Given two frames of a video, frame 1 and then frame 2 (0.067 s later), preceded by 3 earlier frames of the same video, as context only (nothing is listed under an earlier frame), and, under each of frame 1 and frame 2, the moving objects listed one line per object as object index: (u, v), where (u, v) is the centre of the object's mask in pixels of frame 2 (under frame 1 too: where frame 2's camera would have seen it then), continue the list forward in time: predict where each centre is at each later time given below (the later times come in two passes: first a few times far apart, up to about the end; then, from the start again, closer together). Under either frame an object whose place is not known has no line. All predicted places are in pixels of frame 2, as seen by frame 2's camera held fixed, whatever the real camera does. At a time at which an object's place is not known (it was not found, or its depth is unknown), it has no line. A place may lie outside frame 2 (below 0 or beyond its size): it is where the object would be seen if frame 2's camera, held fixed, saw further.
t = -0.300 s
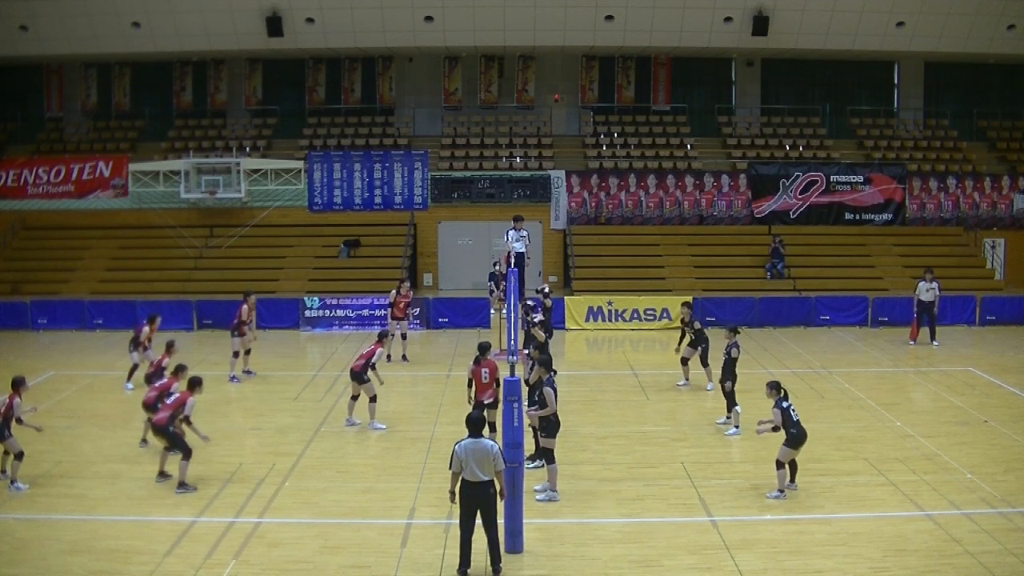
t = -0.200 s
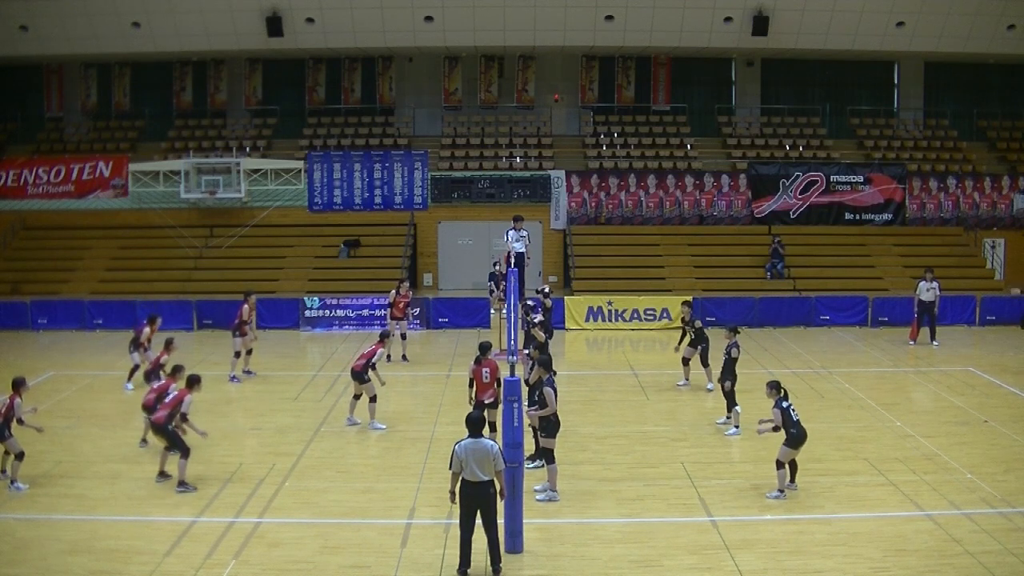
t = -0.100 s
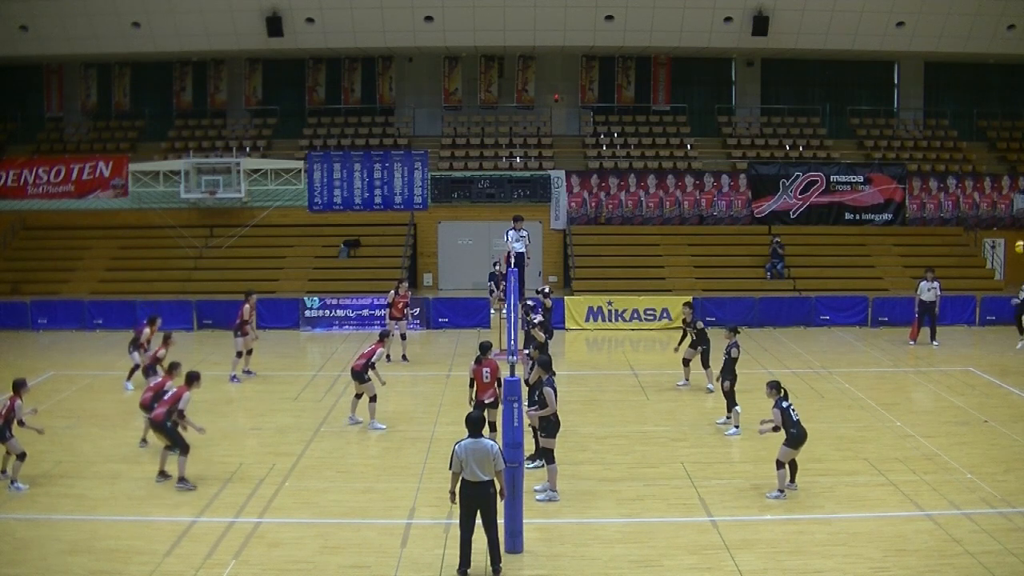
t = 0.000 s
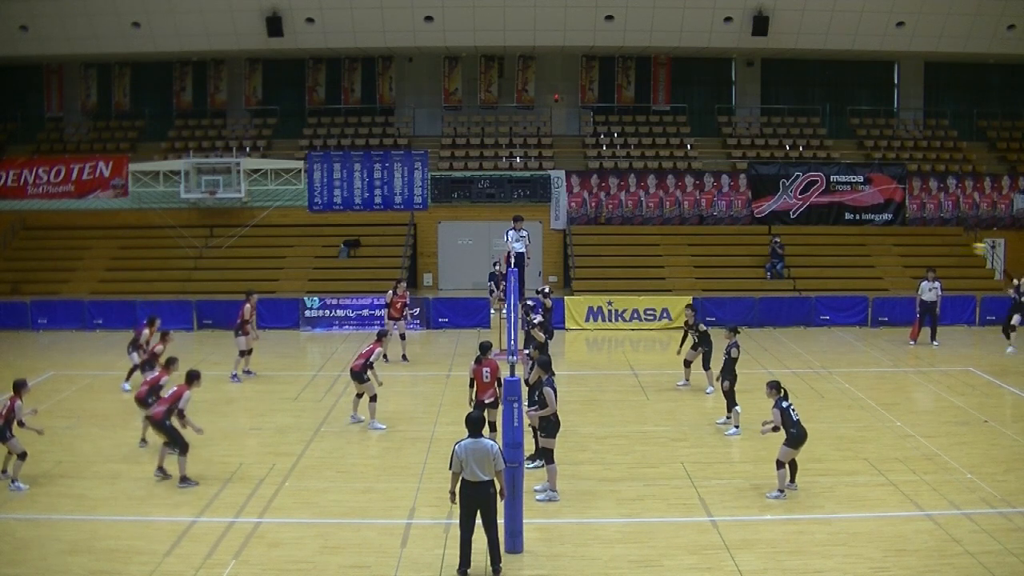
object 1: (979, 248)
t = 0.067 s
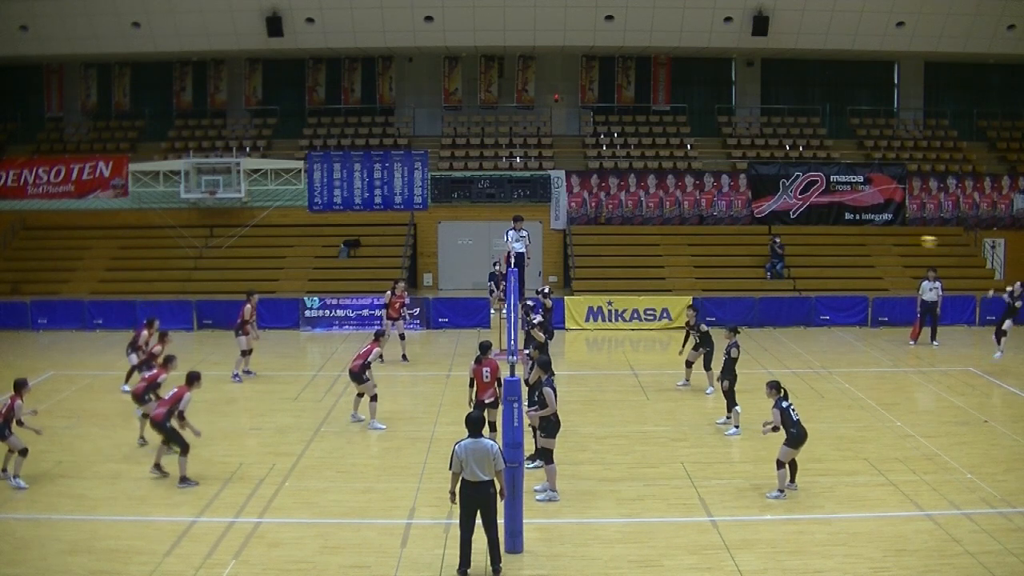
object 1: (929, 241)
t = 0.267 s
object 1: (758, 230)
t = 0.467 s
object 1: (558, 234)
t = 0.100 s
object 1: (901, 239)
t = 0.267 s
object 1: (758, 230)
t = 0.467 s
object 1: (558, 234)
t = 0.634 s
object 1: (379, 262)
